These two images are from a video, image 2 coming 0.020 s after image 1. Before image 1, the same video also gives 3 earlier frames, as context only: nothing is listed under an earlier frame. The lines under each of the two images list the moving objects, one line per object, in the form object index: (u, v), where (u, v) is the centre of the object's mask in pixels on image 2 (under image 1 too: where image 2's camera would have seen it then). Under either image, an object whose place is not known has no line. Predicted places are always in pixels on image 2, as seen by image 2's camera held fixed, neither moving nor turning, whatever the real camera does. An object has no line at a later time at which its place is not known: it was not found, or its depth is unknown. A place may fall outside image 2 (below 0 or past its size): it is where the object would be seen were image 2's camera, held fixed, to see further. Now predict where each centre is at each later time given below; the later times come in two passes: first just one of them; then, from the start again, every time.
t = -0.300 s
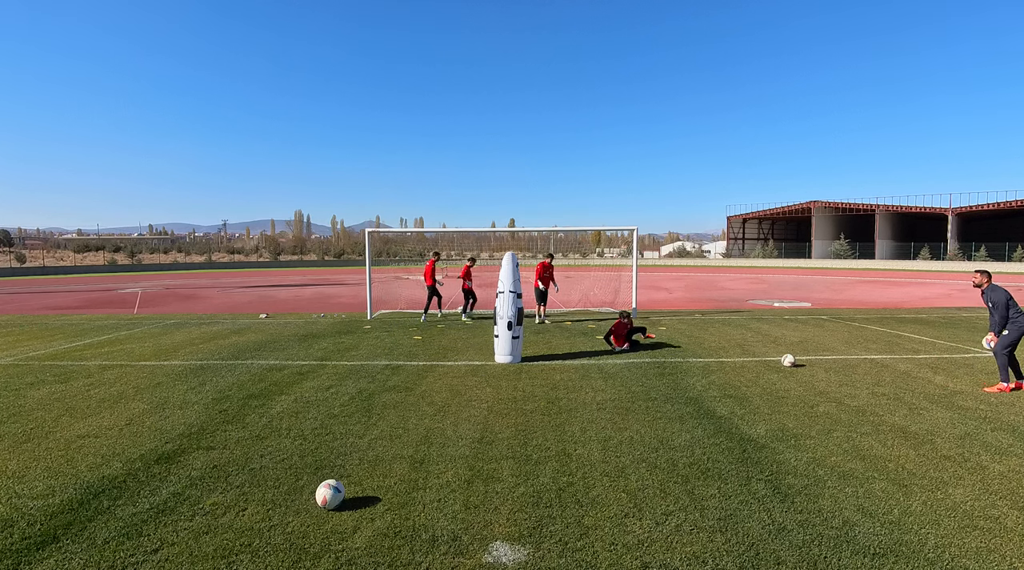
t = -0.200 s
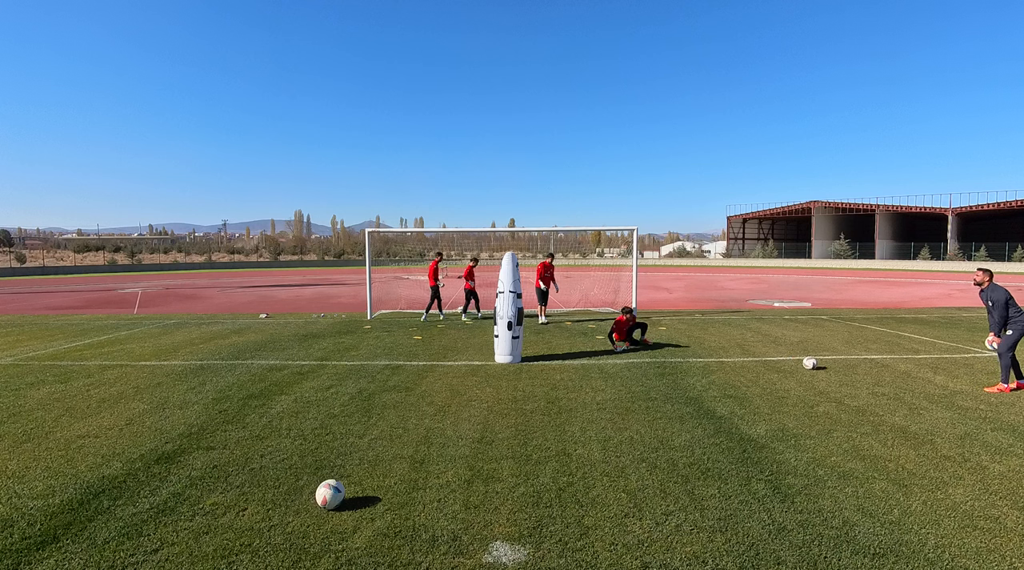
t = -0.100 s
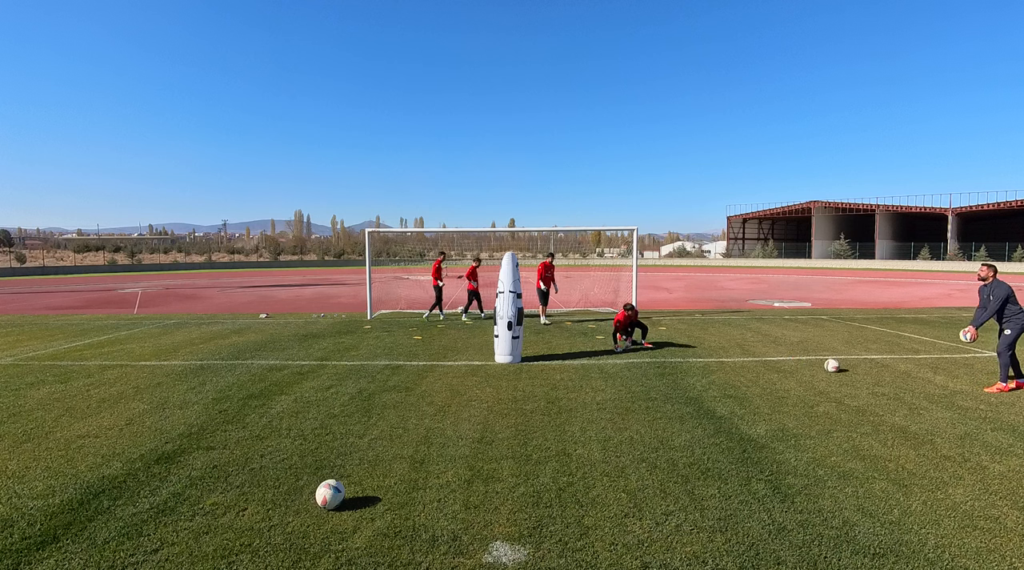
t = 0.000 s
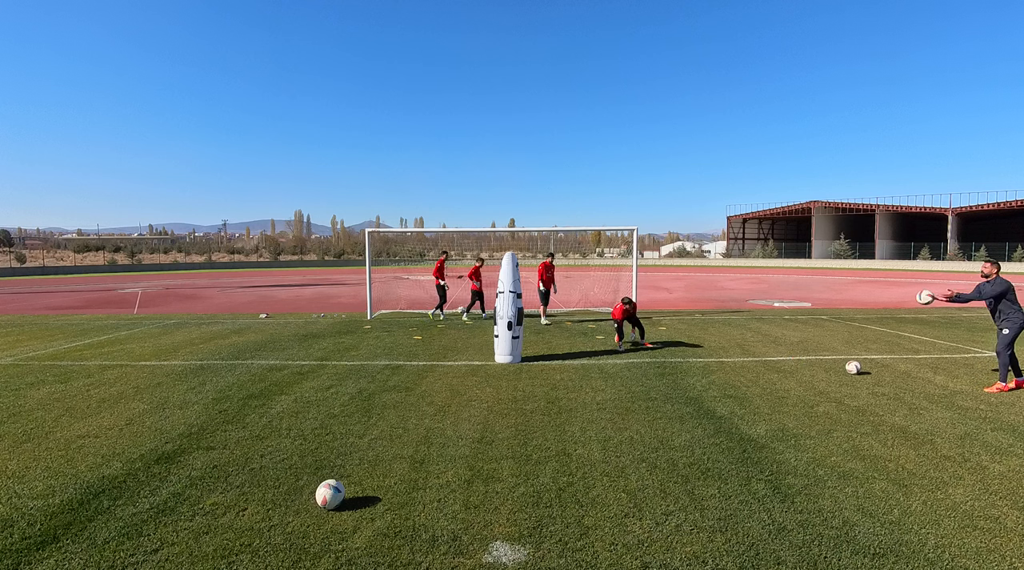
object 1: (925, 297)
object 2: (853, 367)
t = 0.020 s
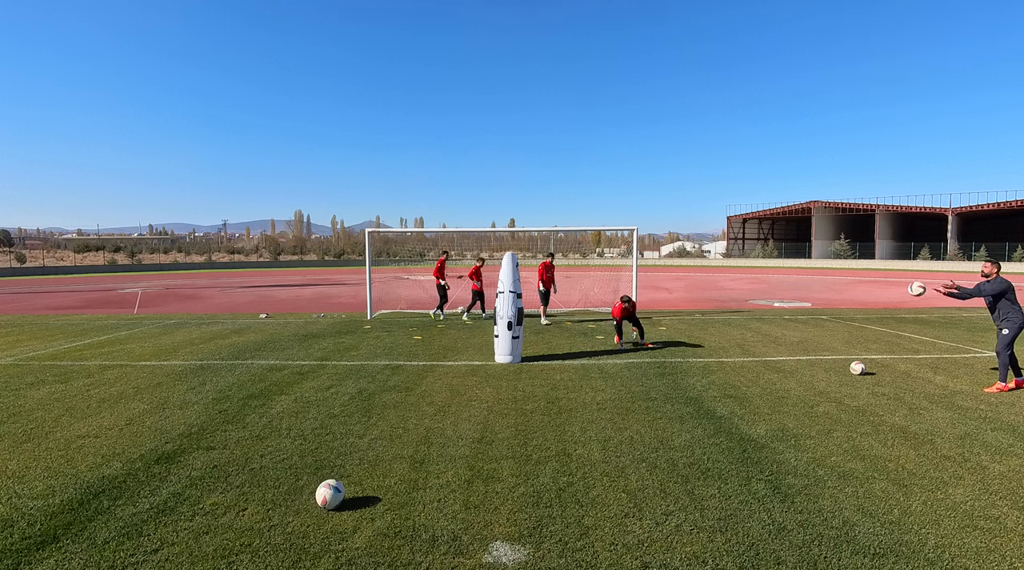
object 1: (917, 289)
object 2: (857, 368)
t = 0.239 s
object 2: (906, 373)
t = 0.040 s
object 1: (908, 280)
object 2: (862, 368)
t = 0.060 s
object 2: (866, 369)
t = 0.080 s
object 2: (871, 369)
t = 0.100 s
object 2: (875, 370)
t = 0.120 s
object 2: (880, 371)
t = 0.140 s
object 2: (884, 371)
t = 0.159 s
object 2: (889, 371)
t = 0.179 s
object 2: (893, 372)
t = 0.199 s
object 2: (898, 372)
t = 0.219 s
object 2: (902, 373)
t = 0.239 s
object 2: (906, 373)
